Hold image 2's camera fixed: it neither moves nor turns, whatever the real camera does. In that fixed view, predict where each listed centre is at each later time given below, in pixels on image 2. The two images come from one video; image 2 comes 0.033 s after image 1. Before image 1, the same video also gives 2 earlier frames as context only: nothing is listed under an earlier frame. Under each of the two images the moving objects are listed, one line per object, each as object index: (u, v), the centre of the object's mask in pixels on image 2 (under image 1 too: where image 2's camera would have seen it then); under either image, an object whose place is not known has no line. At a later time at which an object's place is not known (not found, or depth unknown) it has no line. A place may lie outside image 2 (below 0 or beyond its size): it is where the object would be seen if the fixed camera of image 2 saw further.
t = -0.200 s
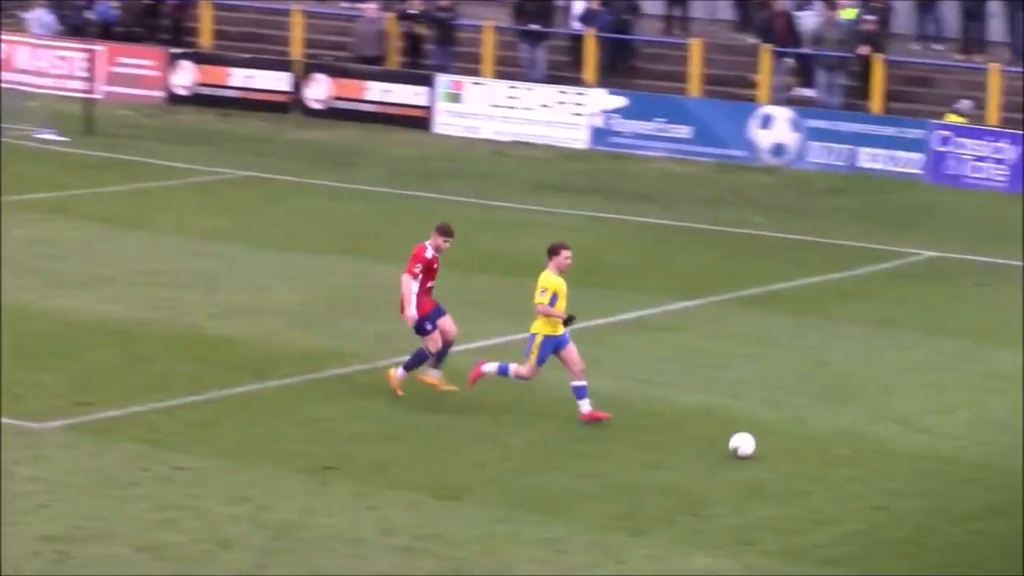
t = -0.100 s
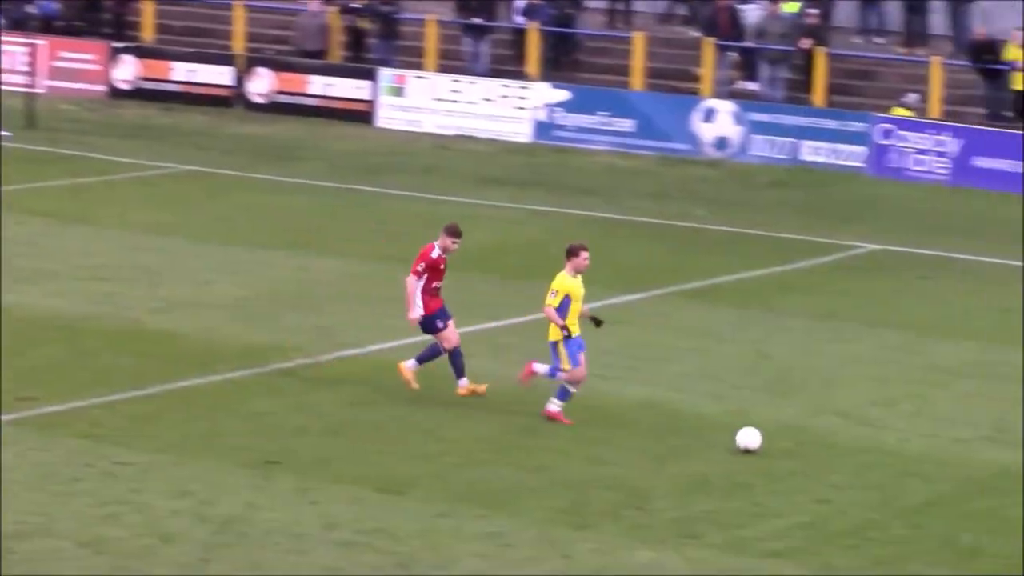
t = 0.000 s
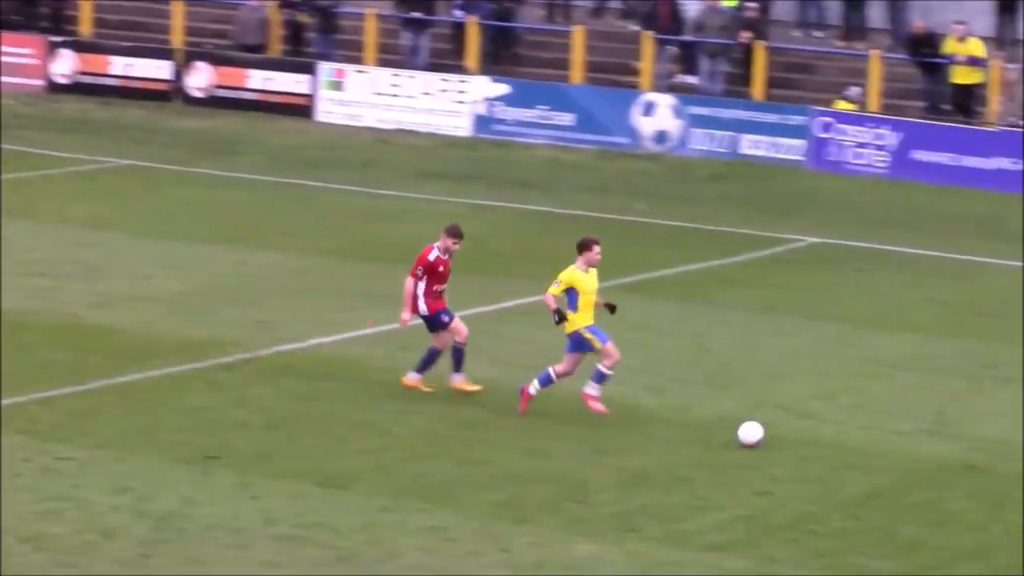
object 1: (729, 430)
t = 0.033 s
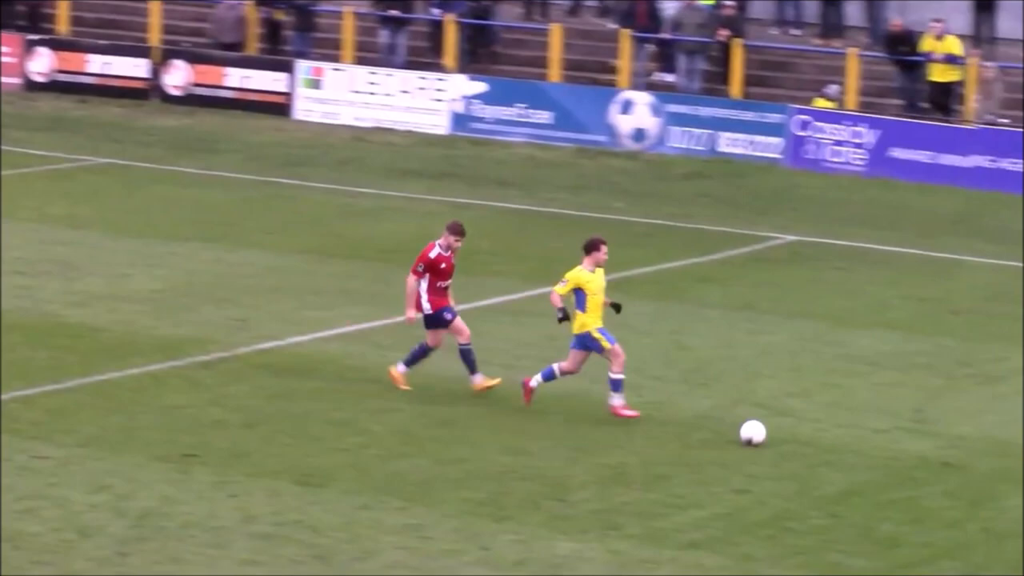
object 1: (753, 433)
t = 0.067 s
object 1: (776, 434)
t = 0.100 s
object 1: (788, 434)
